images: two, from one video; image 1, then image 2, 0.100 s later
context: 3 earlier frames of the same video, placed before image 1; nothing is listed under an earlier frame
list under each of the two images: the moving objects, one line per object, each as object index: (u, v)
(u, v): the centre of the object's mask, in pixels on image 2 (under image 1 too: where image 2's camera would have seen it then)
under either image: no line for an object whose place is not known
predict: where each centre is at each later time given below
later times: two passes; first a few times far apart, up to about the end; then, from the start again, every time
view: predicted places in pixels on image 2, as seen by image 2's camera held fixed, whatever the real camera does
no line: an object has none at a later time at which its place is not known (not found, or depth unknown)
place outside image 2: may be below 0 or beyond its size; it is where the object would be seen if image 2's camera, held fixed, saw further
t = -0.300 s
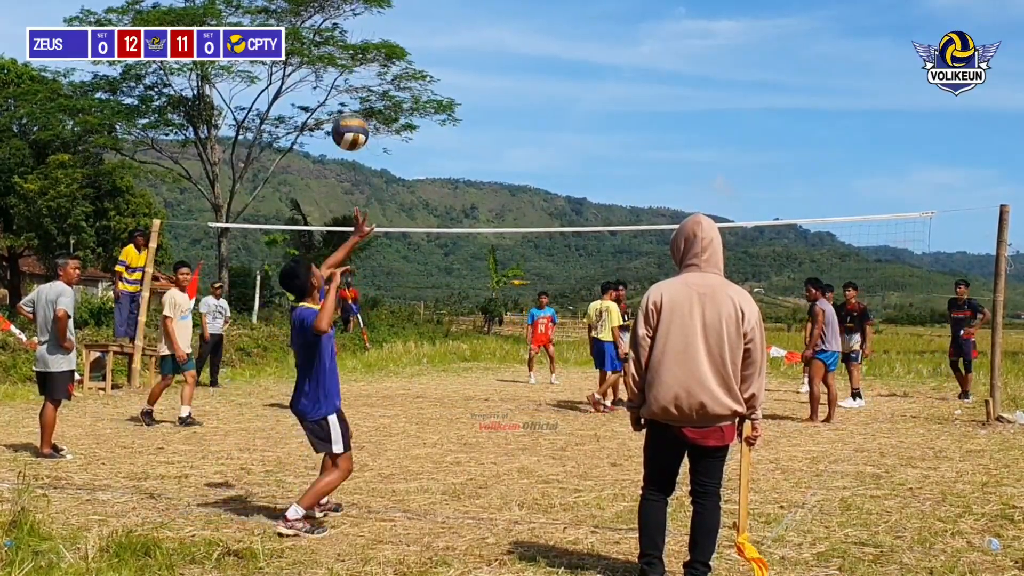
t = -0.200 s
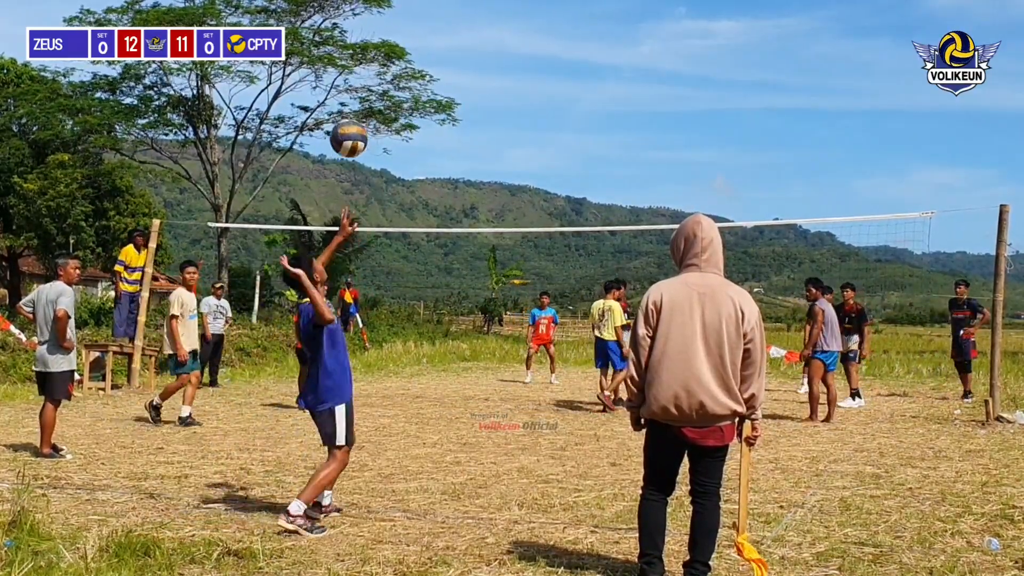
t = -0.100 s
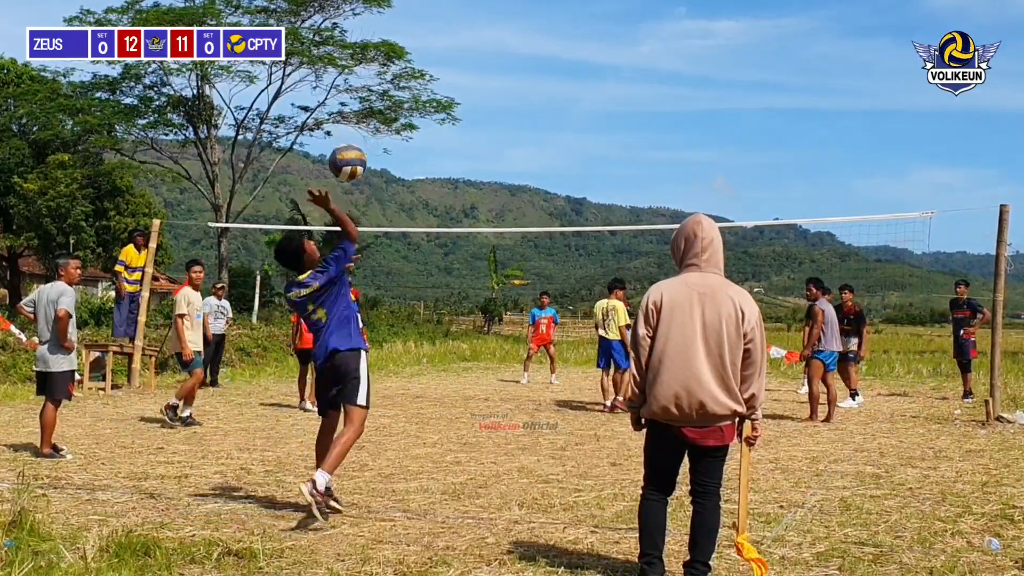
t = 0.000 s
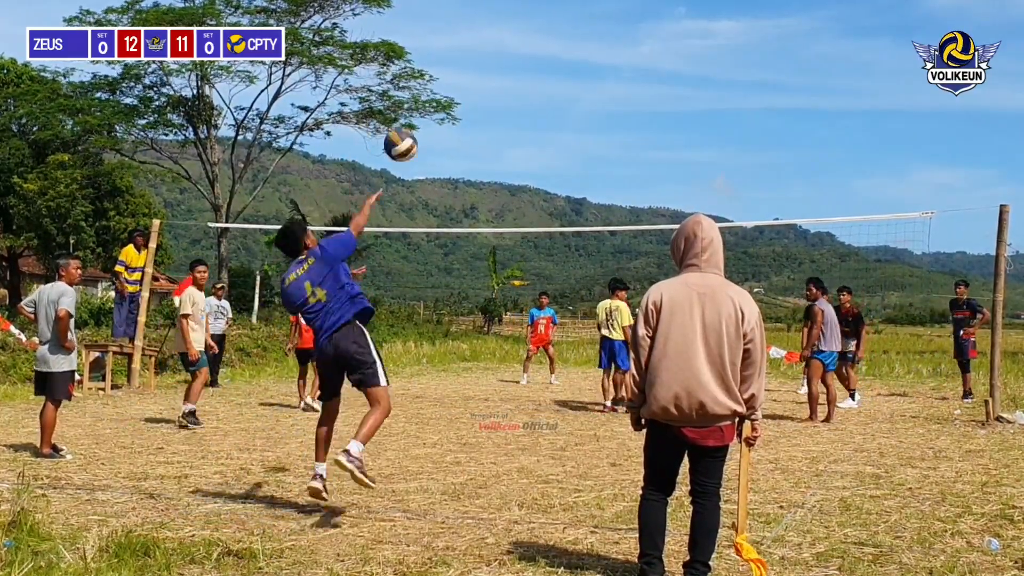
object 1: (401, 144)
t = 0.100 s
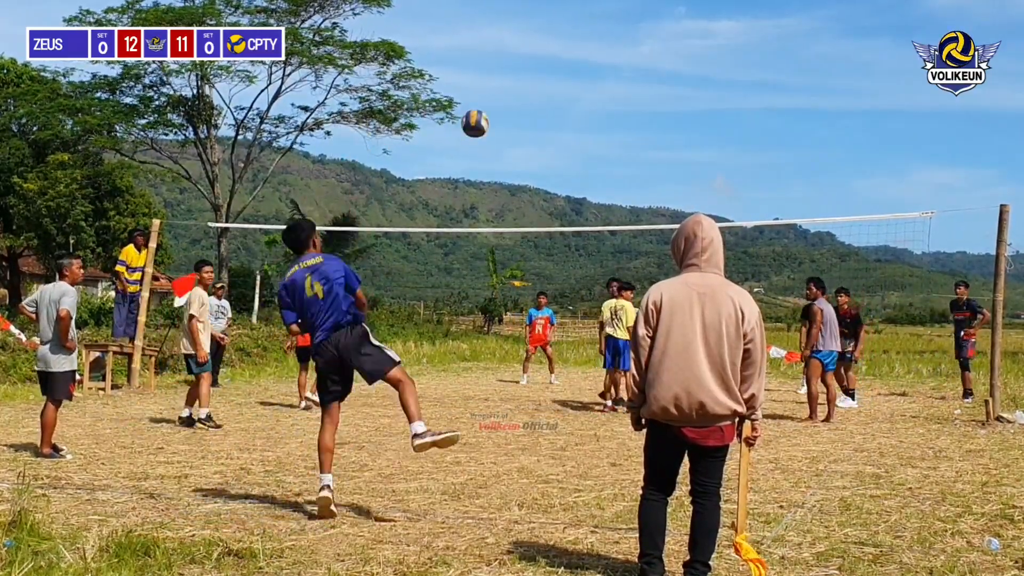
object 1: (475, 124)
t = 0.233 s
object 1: (524, 125)
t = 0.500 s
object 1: (593, 173)
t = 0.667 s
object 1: (615, 212)
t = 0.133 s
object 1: (491, 123)
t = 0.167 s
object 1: (505, 123)
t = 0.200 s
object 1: (511, 124)
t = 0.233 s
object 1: (524, 125)
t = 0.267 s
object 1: (539, 130)
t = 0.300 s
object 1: (544, 131)
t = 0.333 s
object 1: (553, 136)
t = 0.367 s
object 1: (566, 143)
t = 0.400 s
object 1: (570, 146)
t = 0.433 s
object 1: (577, 152)
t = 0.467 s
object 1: (584, 160)
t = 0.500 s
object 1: (593, 173)
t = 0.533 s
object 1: (596, 177)
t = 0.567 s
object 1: (604, 190)
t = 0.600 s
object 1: (609, 199)
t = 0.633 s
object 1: (611, 203)
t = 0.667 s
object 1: (615, 212)
